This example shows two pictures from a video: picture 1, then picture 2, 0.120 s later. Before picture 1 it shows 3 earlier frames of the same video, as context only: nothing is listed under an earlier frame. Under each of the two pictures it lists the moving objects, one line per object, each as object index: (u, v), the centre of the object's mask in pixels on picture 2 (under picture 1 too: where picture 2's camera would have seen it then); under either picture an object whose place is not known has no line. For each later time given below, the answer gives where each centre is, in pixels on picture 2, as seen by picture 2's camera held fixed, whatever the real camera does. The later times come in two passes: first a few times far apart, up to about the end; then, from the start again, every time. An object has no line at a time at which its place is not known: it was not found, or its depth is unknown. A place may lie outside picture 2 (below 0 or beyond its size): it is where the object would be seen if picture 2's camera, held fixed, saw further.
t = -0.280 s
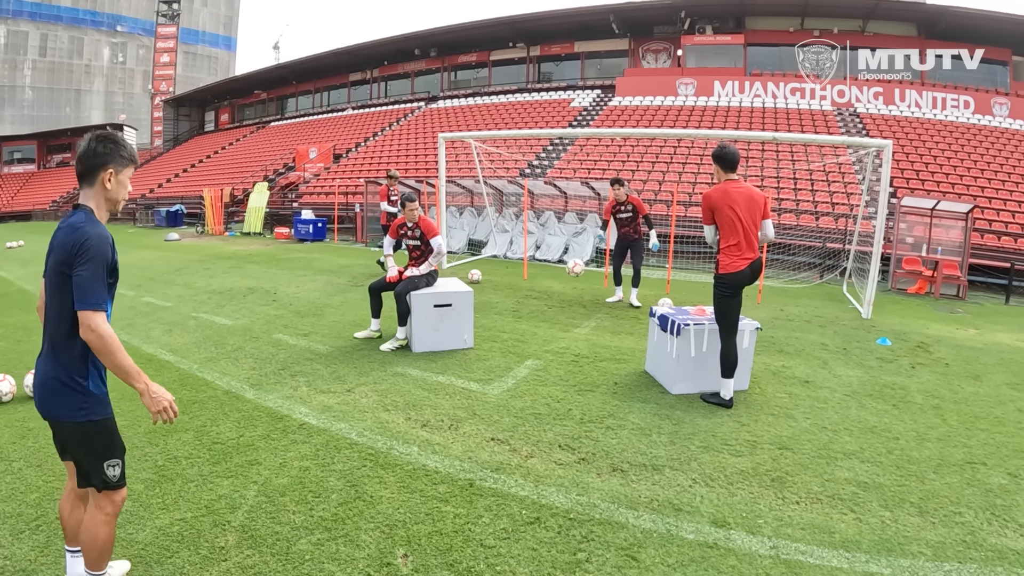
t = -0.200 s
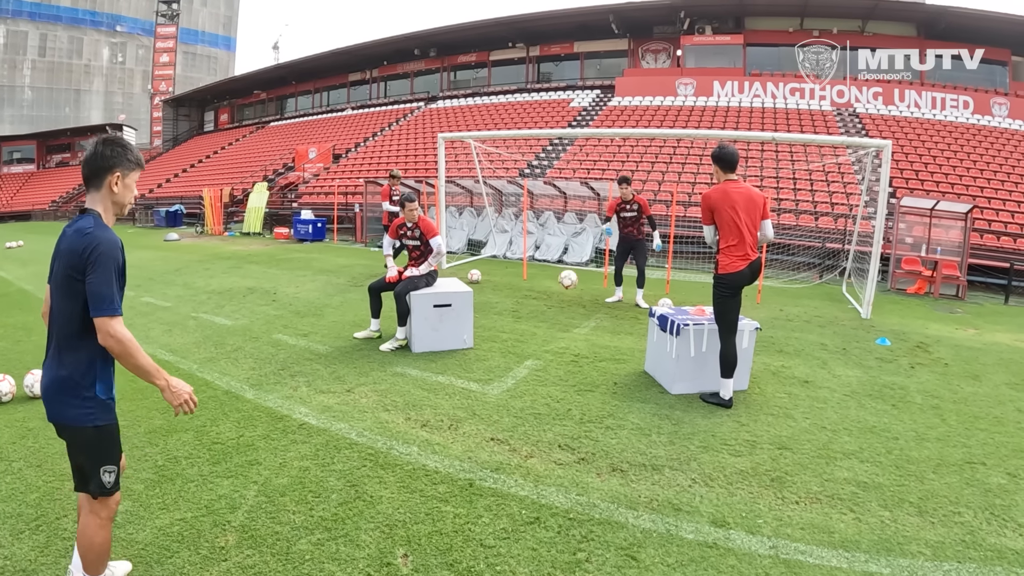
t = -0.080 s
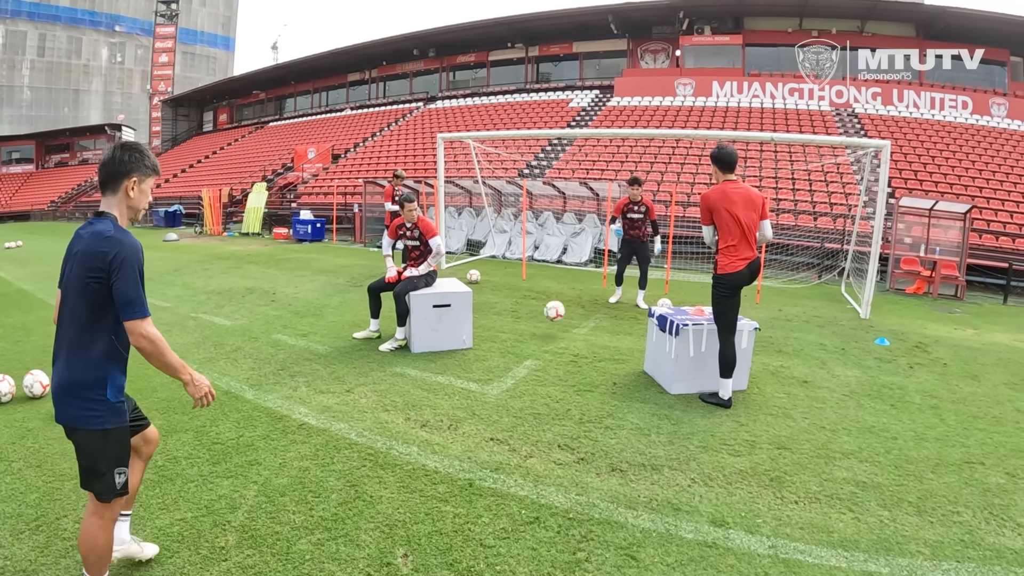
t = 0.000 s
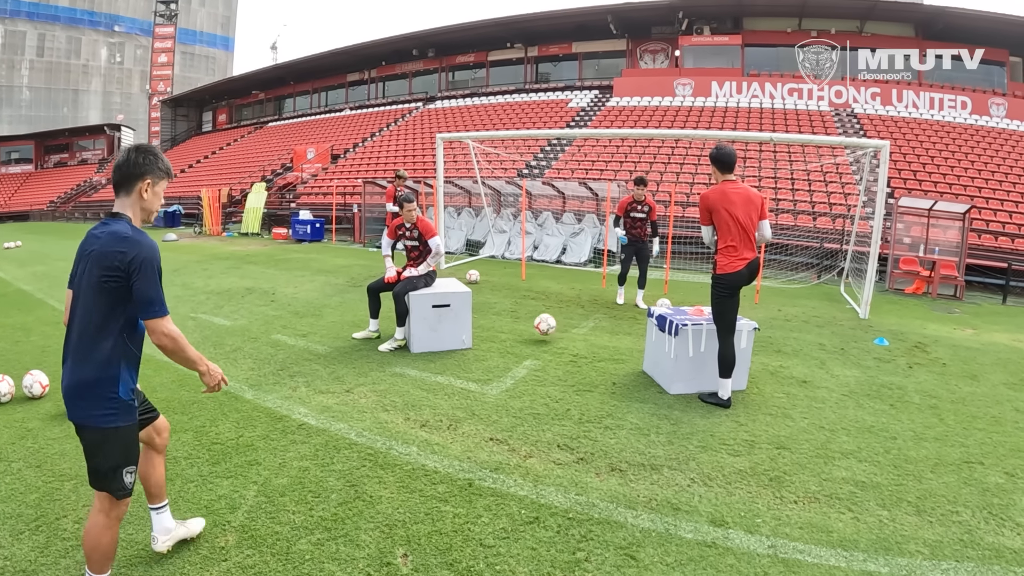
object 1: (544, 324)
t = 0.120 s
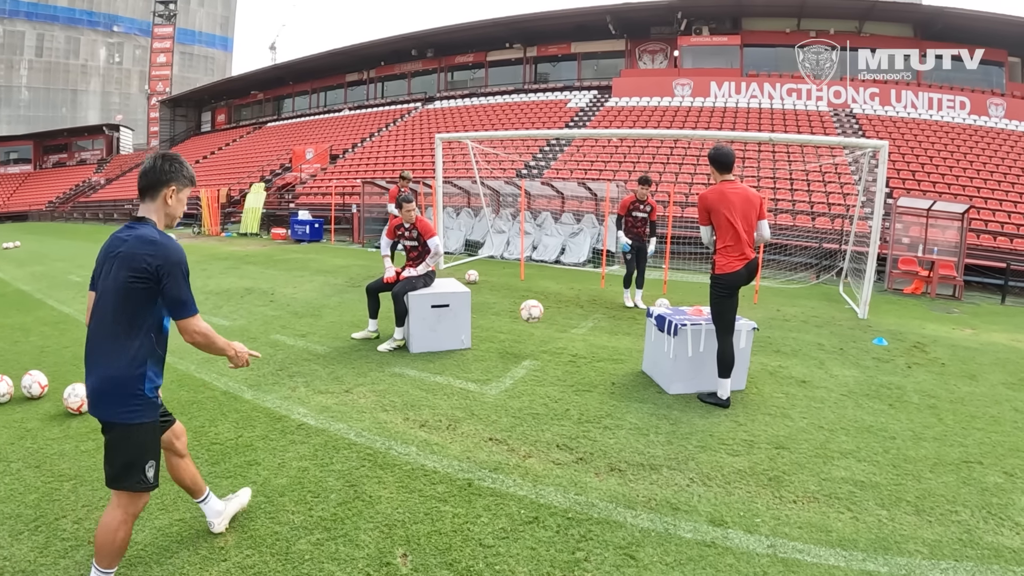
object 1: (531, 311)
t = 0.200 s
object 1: (522, 310)
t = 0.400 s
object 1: (494, 344)
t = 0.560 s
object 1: (472, 366)
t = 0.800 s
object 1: (423, 407)
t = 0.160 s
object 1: (527, 310)
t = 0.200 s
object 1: (522, 310)
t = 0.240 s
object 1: (517, 313)
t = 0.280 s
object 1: (512, 317)
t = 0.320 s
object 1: (506, 324)
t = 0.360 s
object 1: (500, 333)
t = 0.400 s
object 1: (494, 344)
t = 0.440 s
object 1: (488, 358)
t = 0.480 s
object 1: (482, 372)
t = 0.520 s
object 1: (478, 367)
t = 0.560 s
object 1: (472, 366)
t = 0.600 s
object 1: (462, 366)
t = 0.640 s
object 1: (455, 369)
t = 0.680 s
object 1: (450, 375)
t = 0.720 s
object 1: (439, 383)
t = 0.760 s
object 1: (433, 393)
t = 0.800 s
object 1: (423, 407)
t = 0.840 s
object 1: (414, 419)
